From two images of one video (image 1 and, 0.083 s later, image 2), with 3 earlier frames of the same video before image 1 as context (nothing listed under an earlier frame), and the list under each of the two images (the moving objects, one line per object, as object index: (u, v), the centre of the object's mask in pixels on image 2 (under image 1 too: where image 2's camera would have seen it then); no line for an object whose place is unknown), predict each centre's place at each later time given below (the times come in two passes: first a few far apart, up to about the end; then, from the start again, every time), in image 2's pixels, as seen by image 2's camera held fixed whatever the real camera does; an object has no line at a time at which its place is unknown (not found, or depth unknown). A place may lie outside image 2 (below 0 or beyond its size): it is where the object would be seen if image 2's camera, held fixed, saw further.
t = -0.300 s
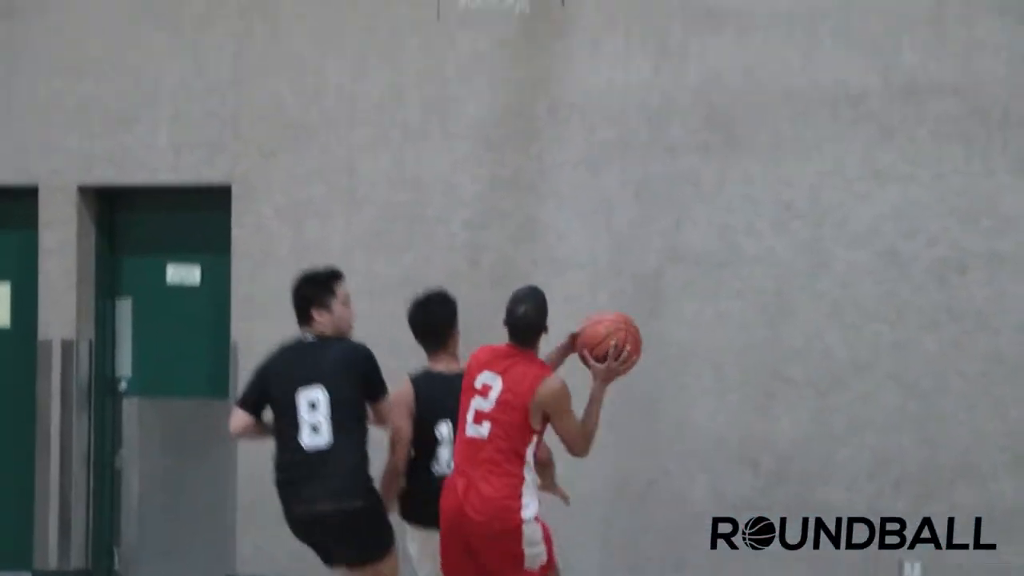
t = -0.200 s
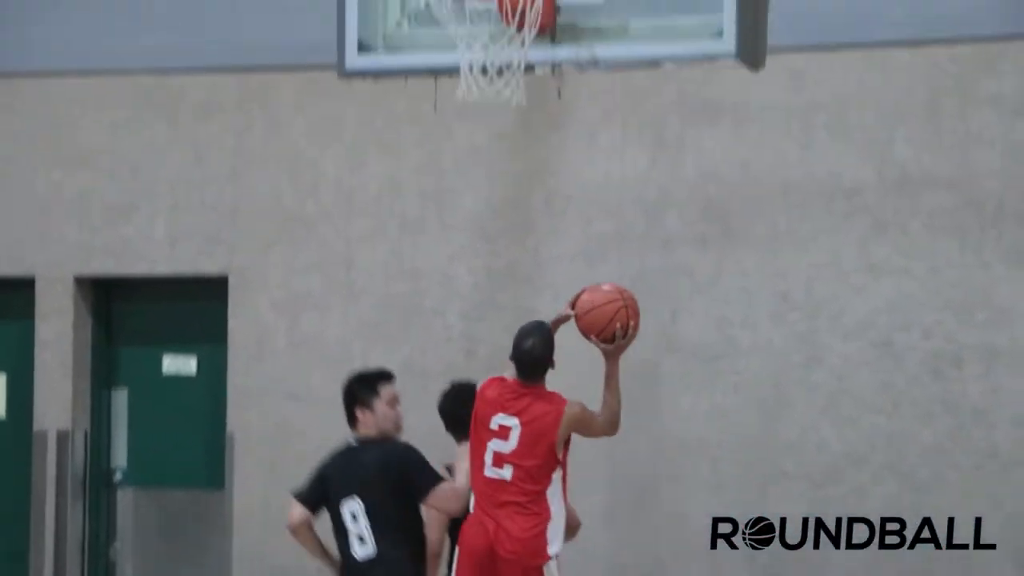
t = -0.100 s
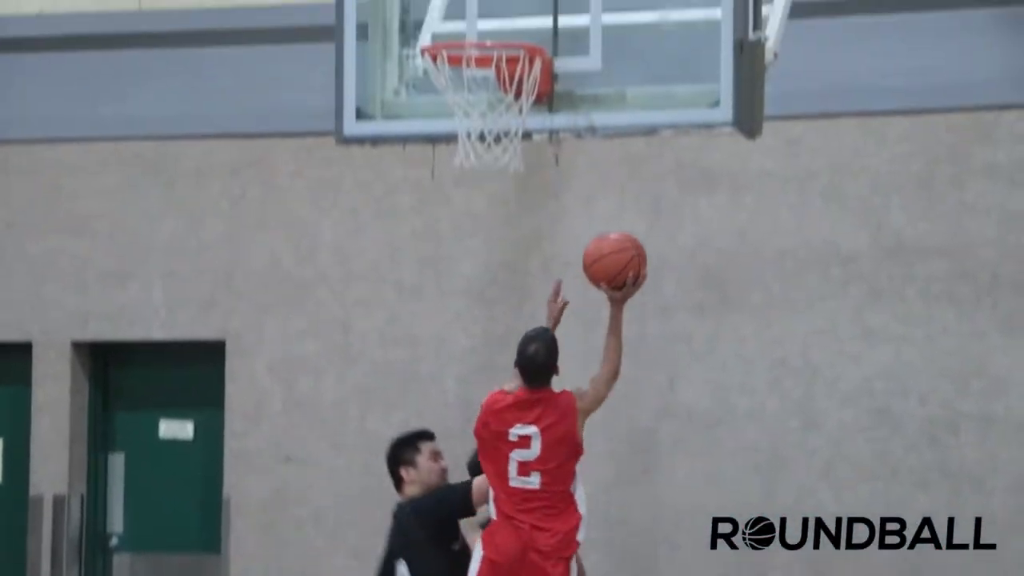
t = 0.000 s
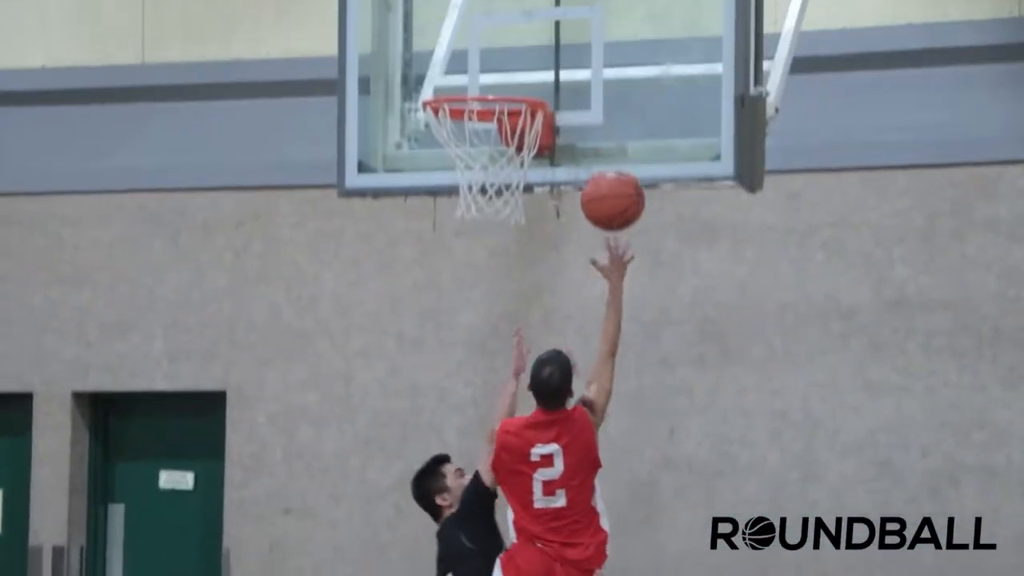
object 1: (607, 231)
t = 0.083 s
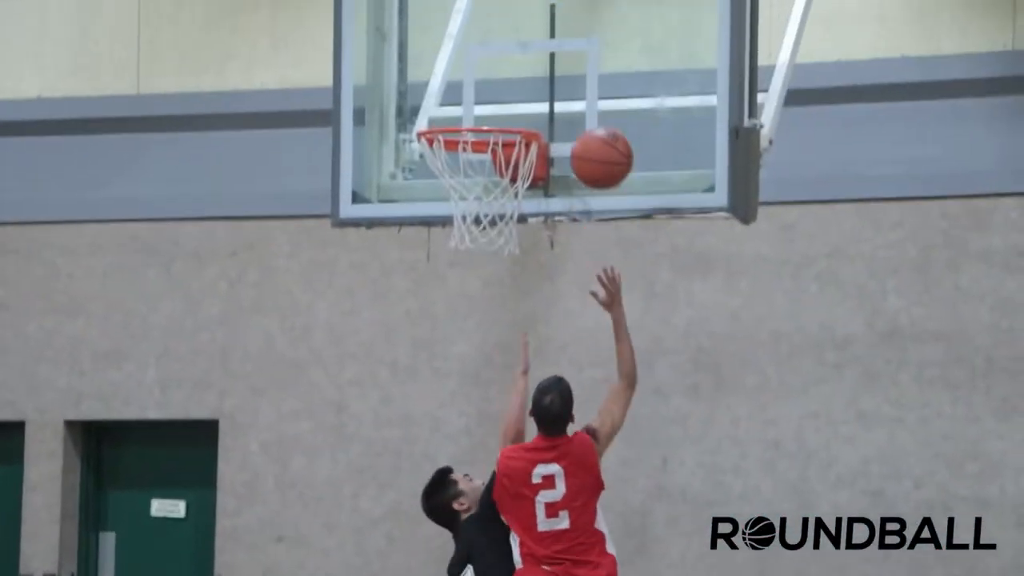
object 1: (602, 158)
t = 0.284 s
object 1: (588, 61)
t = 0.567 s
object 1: (510, 103)
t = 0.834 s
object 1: (446, 119)
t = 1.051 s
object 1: (500, 170)
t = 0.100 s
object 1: (601, 146)
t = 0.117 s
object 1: (600, 135)
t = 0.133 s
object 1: (599, 125)
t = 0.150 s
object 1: (597, 115)
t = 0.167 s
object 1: (596, 106)
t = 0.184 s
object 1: (595, 96)
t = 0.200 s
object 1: (594, 89)
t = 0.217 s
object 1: (593, 82)
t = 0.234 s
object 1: (592, 76)
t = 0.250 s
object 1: (590, 70)
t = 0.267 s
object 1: (589, 65)
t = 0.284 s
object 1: (588, 61)
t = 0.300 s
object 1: (584, 59)
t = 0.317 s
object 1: (579, 57)
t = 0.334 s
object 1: (575, 56)
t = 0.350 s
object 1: (570, 55)
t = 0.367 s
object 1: (565, 55)
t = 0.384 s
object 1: (560, 56)
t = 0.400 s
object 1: (555, 57)
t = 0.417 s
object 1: (551, 60)
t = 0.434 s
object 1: (546, 63)
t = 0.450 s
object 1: (542, 66)
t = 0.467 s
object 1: (537, 70)
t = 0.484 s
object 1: (533, 74)
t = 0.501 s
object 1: (528, 79)
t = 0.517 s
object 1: (523, 87)
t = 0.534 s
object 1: (518, 94)
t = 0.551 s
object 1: (513, 101)
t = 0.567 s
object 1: (510, 103)
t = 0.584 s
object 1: (506, 99)
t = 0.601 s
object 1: (501, 96)
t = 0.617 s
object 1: (497, 94)
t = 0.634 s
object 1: (493, 92)
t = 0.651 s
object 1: (489, 92)
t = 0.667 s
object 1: (485, 92)
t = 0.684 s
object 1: (481, 92)
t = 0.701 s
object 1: (477, 93)
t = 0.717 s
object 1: (473, 94)
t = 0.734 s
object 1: (469, 97)
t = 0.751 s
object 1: (465, 99)
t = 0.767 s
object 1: (460, 102)
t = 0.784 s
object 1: (456, 105)
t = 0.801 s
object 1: (452, 108)
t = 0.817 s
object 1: (448, 115)
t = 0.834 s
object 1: (446, 119)
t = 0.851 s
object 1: (450, 123)
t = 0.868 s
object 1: (455, 123)
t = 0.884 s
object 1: (459, 121)
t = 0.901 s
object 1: (464, 126)
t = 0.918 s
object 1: (467, 128)
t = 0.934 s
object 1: (470, 132)
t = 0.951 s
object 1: (475, 136)
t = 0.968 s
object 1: (477, 141)
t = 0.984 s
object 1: (489, 150)
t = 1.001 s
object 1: (490, 154)
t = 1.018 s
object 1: (488, 159)
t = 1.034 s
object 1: (492, 165)
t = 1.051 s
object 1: (500, 170)
